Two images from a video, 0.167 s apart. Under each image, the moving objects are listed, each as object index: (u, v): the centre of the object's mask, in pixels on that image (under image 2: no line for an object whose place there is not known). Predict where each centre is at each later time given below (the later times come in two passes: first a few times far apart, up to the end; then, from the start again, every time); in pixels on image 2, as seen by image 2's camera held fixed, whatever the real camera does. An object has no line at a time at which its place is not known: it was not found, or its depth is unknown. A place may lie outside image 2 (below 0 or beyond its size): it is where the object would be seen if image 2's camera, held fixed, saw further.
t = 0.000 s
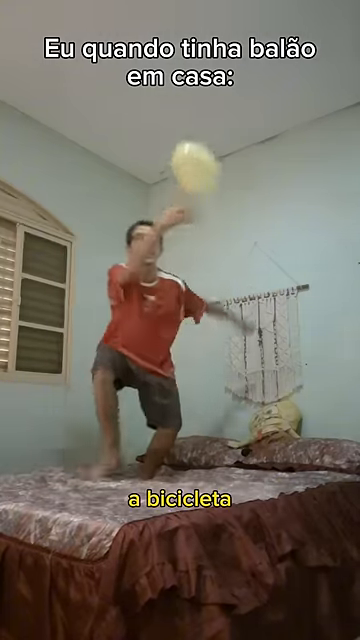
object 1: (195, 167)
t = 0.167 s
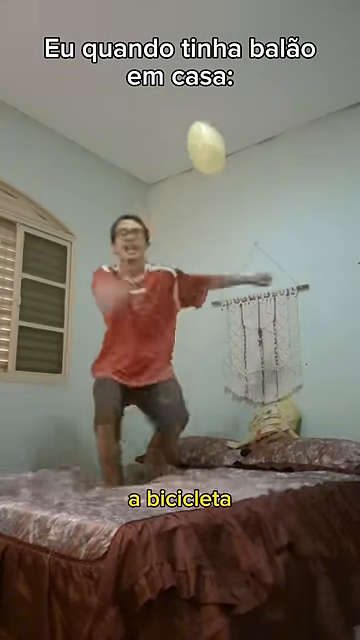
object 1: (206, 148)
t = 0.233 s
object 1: (208, 147)
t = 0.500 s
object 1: (213, 159)
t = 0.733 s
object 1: (212, 186)
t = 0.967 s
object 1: (205, 246)
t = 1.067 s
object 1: (199, 277)
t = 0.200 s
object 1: (207, 147)
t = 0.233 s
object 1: (208, 147)
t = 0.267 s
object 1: (210, 147)
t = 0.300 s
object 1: (211, 148)
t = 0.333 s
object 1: (211, 149)
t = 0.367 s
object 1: (212, 151)
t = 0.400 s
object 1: (212, 152)
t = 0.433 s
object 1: (213, 154)
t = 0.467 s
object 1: (213, 156)
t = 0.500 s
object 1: (213, 159)
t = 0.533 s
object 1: (213, 162)
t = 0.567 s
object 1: (213, 165)
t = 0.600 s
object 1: (213, 168)
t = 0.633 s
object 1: (213, 171)
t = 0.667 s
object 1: (213, 175)
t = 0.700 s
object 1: (213, 181)
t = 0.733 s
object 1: (212, 186)
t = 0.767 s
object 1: (213, 191)
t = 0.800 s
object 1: (211, 200)
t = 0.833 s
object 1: (211, 208)
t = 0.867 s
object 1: (210, 217)
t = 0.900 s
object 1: (210, 226)
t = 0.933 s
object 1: (208, 234)
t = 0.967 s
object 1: (205, 246)
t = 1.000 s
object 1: (204, 257)
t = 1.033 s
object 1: (202, 267)
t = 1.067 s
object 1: (199, 277)
